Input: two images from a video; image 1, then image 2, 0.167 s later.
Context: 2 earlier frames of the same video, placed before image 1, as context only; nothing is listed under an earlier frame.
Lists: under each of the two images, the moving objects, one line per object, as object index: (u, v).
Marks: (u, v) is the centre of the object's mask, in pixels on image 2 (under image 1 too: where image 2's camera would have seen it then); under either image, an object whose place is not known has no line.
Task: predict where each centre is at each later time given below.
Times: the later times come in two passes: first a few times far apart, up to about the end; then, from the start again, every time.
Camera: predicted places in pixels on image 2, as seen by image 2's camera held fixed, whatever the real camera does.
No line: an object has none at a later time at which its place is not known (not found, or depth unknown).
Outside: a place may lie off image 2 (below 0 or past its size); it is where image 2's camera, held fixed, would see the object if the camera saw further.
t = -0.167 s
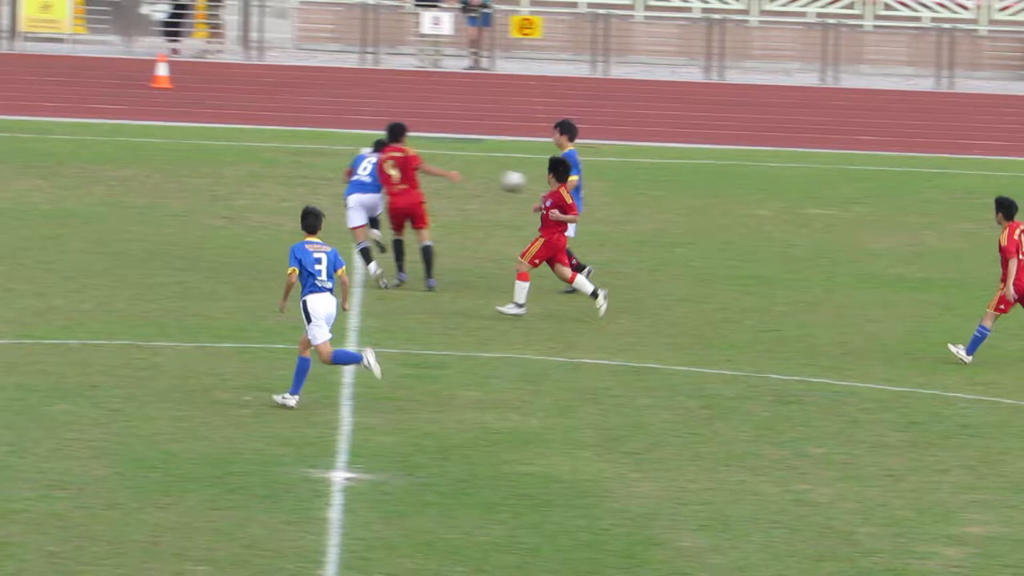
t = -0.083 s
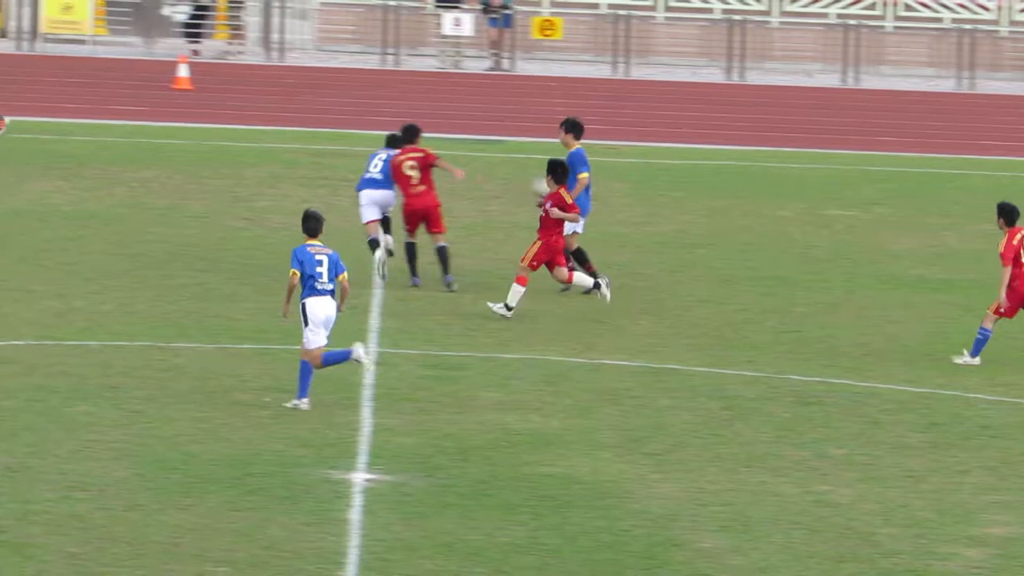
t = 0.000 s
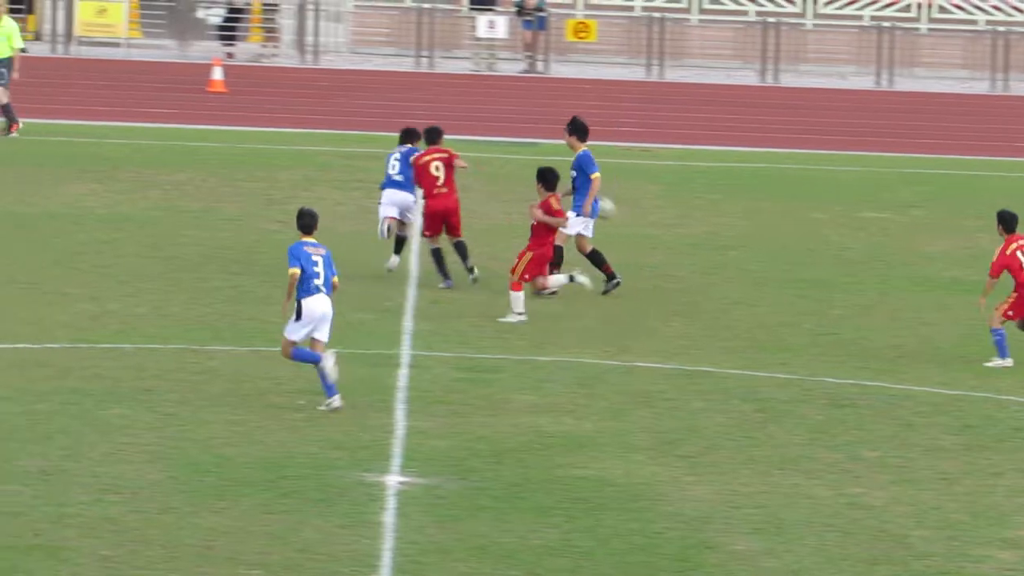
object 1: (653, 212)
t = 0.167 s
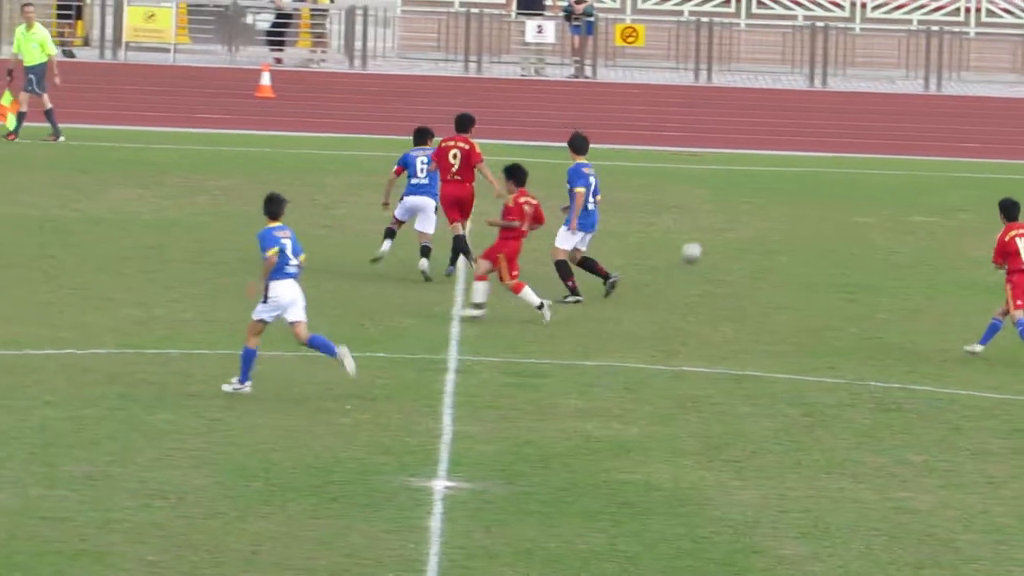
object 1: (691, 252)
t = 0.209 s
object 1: (693, 237)
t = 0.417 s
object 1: (695, 192)
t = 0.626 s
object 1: (697, 189)
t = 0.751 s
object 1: (697, 205)
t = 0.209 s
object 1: (693, 237)
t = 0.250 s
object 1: (694, 223)
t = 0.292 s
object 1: (694, 214)
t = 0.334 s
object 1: (694, 204)
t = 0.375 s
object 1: (695, 197)
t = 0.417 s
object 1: (695, 192)
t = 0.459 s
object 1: (696, 189)
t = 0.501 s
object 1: (696, 186)
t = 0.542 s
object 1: (696, 185)
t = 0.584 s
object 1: (696, 186)
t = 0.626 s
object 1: (697, 189)
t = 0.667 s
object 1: (697, 193)
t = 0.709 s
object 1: (697, 198)
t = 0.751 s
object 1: (697, 205)
